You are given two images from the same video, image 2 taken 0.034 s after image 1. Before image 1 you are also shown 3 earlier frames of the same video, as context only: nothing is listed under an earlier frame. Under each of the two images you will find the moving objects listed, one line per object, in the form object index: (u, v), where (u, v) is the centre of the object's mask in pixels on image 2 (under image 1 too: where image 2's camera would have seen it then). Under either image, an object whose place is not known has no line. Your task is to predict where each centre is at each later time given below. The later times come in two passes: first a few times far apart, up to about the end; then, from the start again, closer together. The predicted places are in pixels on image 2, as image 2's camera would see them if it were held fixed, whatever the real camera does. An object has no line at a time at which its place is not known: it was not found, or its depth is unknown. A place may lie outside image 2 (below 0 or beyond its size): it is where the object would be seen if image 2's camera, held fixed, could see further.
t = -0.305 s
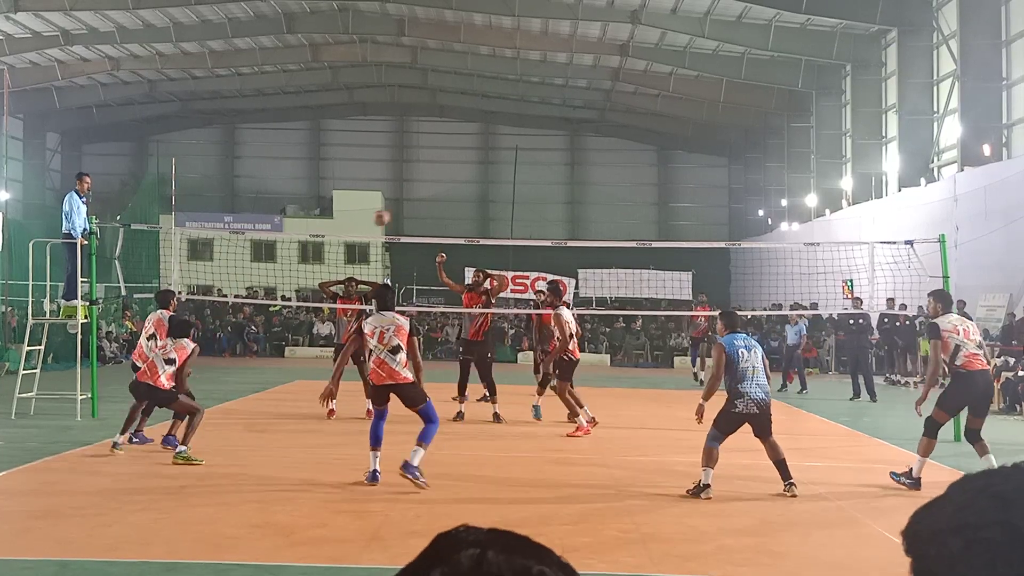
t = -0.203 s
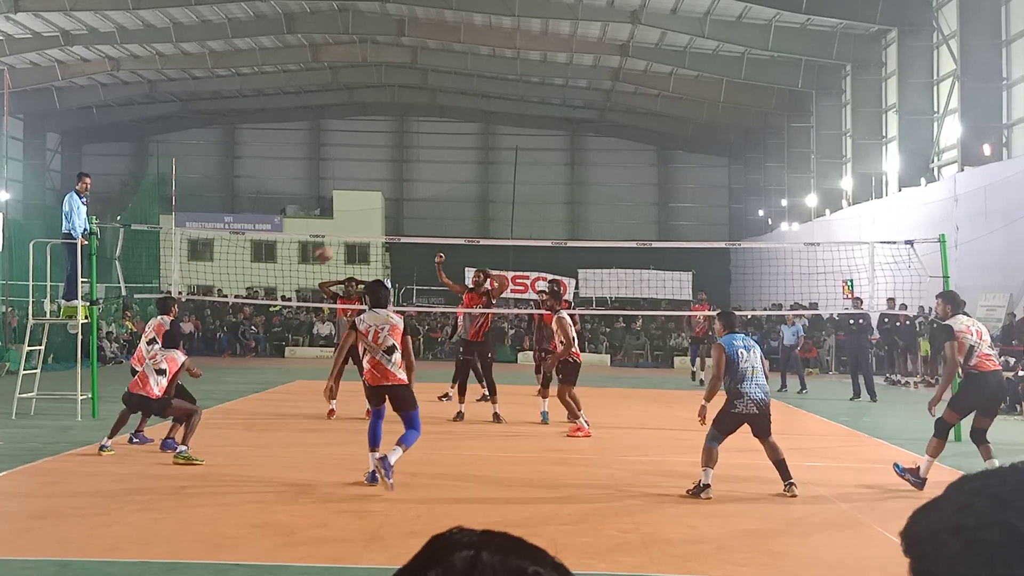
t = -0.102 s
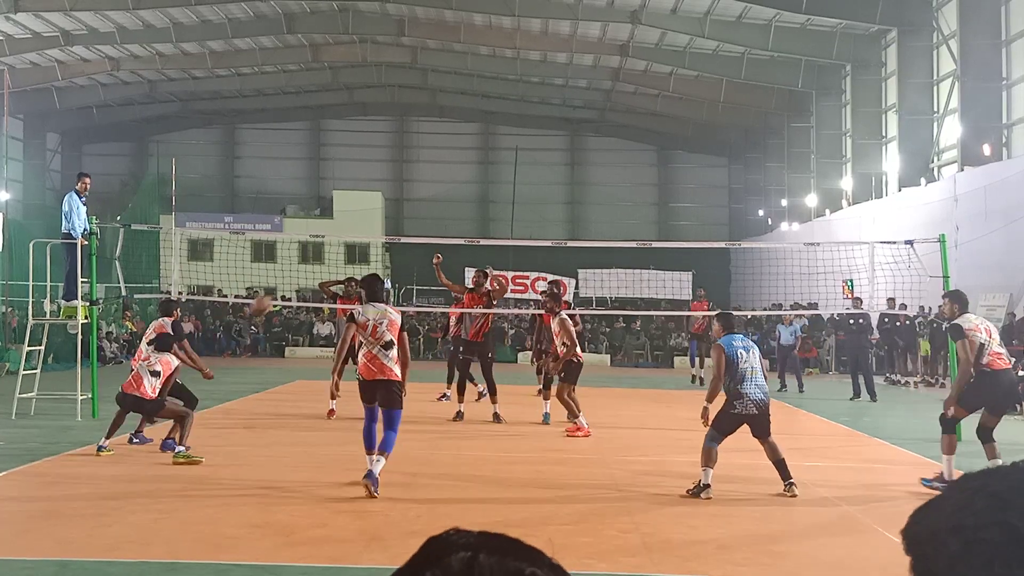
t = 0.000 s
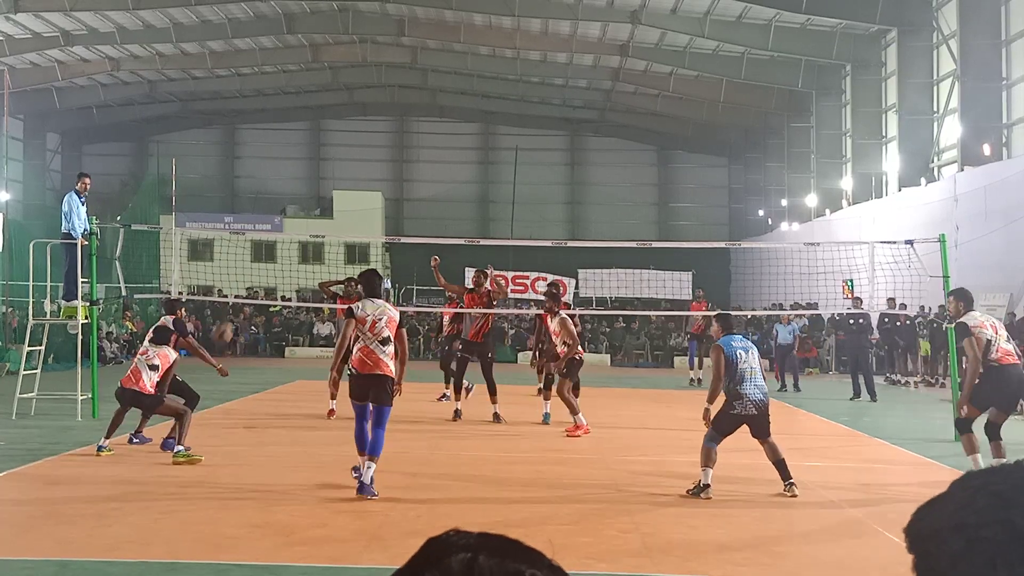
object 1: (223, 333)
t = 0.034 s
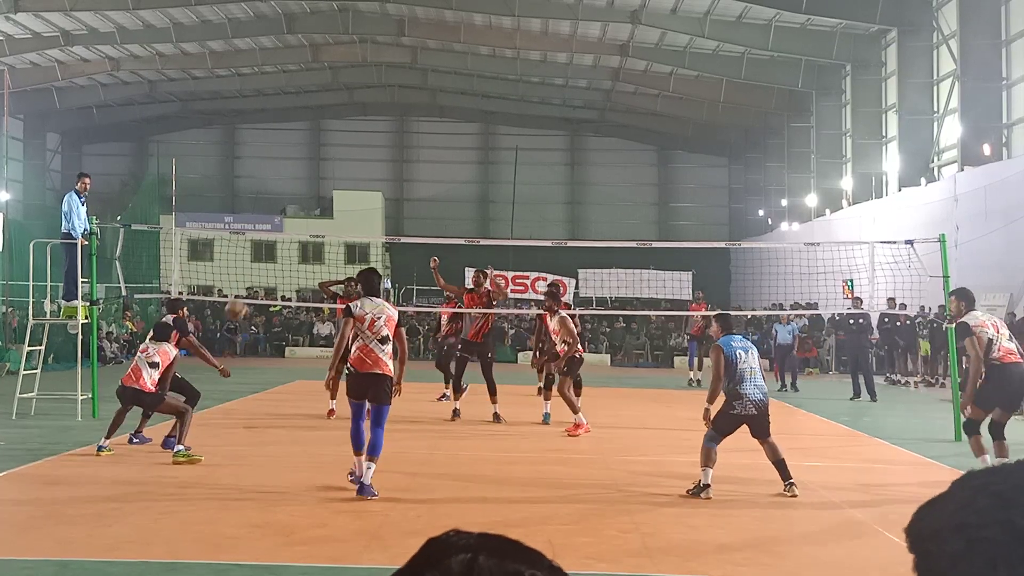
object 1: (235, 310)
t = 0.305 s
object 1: (327, 168)
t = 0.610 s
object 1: (424, 88)
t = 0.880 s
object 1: (505, 84)
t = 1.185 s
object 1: (594, 150)
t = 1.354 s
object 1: (642, 218)
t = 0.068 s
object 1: (247, 290)
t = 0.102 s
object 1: (259, 267)
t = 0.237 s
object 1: (306, 197)
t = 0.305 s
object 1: (327, 168)
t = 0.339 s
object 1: (339, 156)
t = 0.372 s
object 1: (350, 145)
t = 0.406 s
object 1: (361, 133)
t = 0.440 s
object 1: (371, 123)
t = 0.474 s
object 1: (382, 114)
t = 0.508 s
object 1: (391, 106)
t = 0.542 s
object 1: (403, 100)
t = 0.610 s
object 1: (424, 88)
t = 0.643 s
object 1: (434, 85)
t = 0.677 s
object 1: (444, 82)
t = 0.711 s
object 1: (455, 80)
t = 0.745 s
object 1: (465, 79)
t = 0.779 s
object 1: (475, 79)
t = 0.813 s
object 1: (485, 80)
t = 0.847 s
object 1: (495, 82)
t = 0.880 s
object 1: (505, 84)
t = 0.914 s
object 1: (515, 88)
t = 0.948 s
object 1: (525, 92)
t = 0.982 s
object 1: (535, 98)
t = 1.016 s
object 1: (544, 104)
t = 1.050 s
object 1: (555, 112)
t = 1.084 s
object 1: (565, 120)
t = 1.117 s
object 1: (574, 129)
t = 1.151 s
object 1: (585, 139)
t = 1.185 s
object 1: (594, 150)
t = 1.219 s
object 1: (604, 162)
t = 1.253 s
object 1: (613, 175)
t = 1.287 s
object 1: (623, 188)
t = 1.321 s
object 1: (633, 203)
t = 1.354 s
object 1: (642, 218)
